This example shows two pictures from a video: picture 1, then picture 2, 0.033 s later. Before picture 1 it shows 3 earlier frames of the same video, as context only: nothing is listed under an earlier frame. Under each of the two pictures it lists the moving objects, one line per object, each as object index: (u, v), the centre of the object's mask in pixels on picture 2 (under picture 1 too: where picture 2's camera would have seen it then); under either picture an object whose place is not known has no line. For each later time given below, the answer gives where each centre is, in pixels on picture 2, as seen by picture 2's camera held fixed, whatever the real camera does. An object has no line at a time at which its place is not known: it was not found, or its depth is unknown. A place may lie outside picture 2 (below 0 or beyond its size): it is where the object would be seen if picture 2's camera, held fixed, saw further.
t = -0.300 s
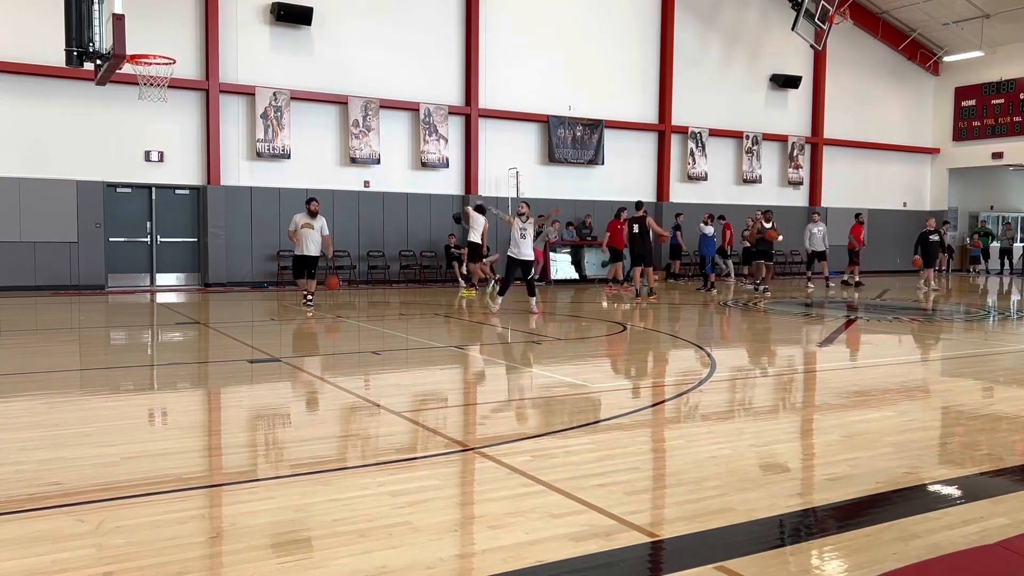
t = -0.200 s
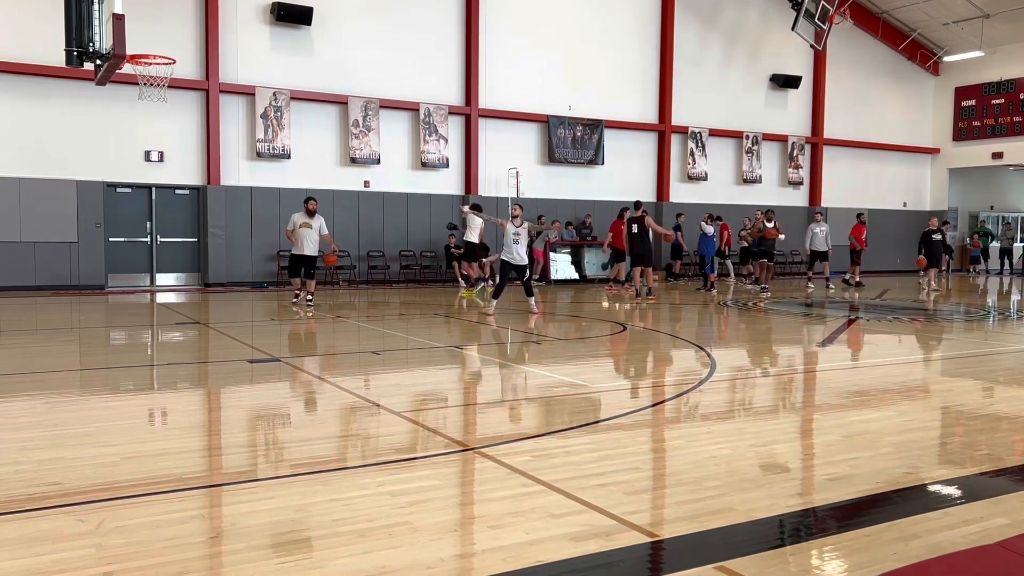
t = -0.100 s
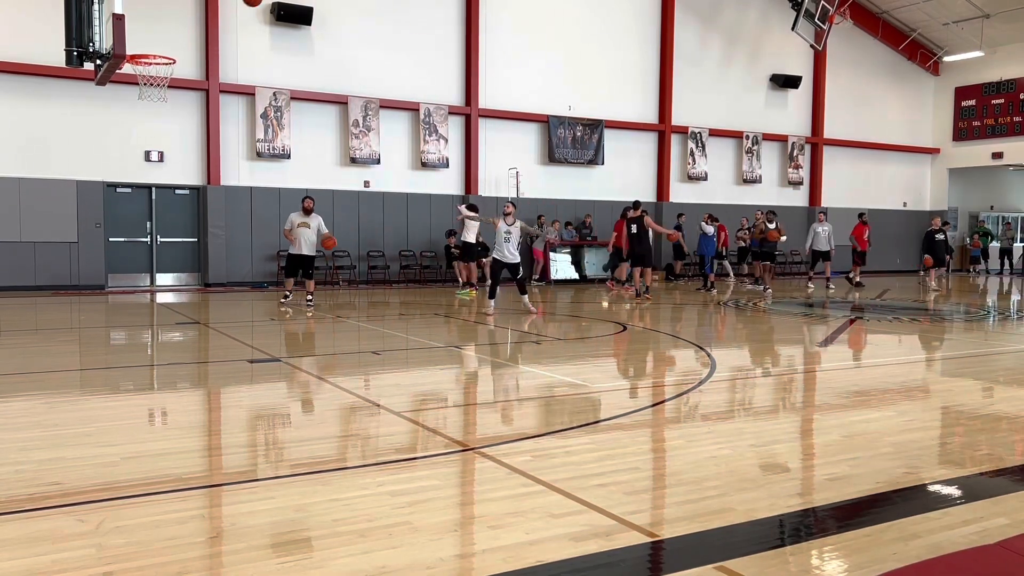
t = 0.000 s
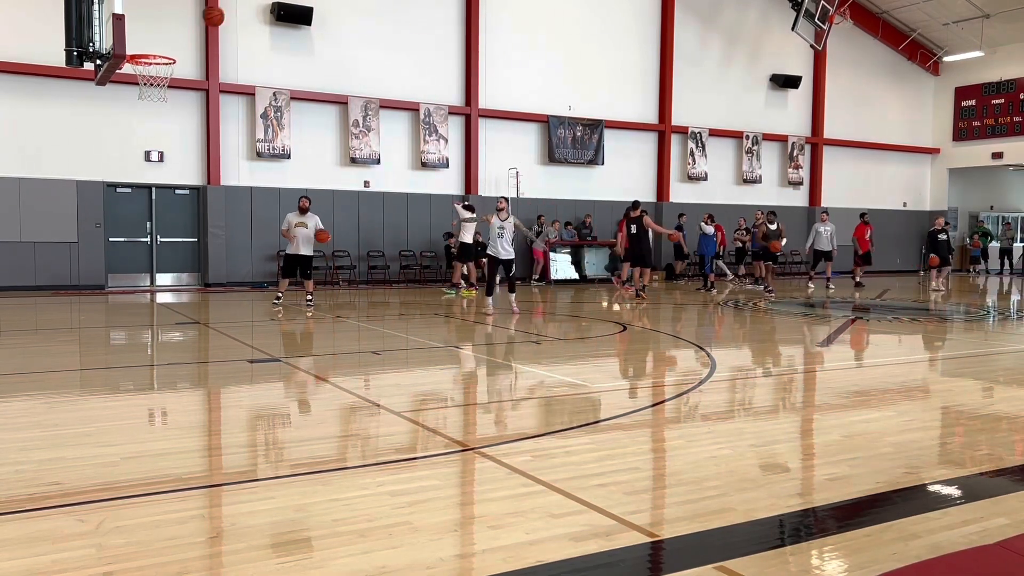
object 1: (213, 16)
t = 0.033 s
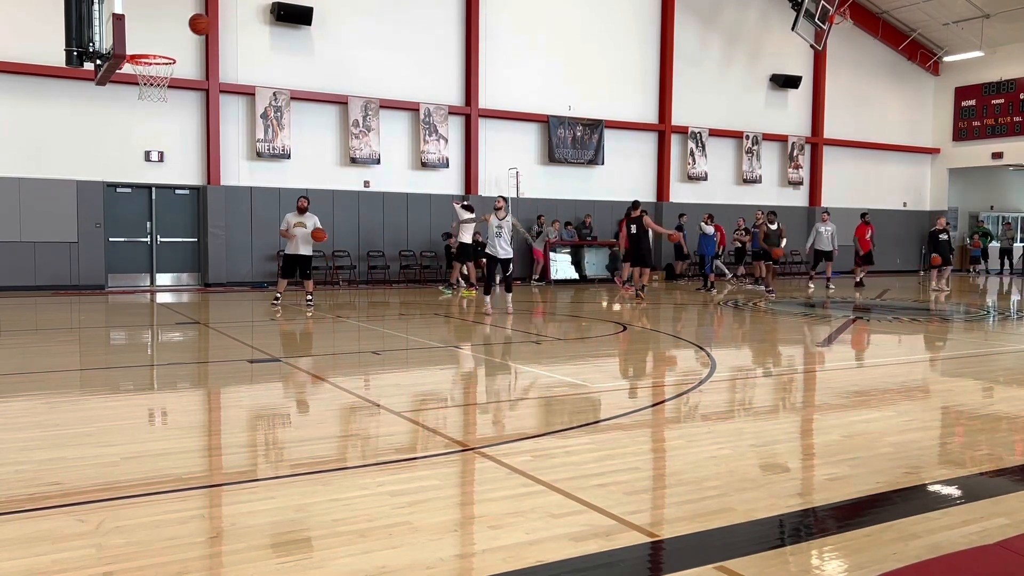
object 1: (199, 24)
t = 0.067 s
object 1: (186, 34)
